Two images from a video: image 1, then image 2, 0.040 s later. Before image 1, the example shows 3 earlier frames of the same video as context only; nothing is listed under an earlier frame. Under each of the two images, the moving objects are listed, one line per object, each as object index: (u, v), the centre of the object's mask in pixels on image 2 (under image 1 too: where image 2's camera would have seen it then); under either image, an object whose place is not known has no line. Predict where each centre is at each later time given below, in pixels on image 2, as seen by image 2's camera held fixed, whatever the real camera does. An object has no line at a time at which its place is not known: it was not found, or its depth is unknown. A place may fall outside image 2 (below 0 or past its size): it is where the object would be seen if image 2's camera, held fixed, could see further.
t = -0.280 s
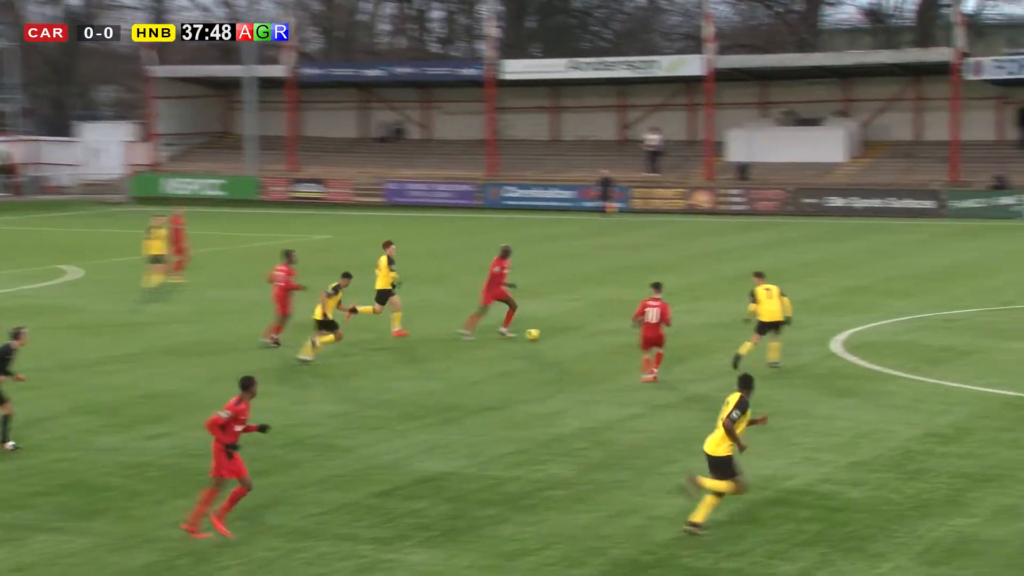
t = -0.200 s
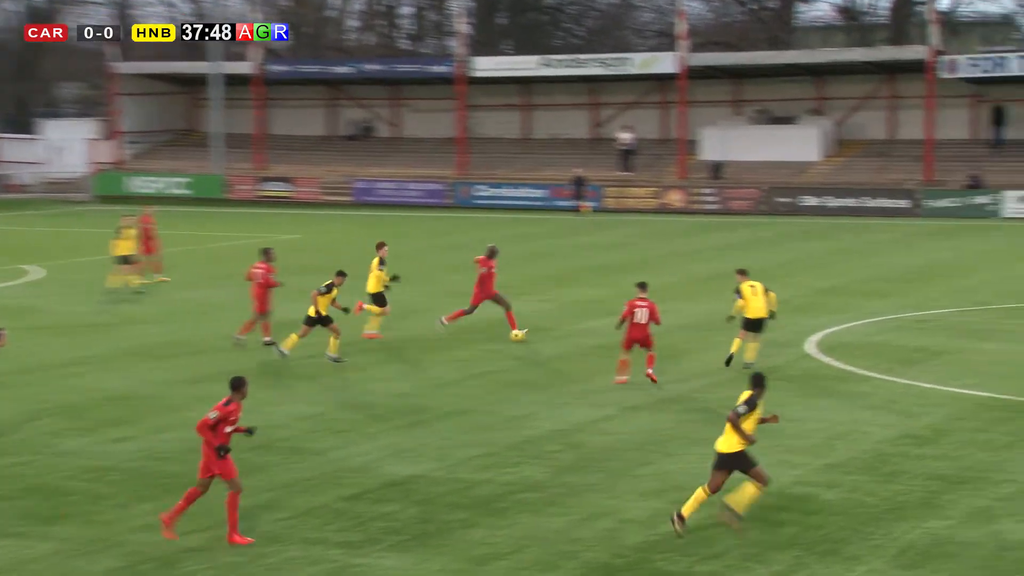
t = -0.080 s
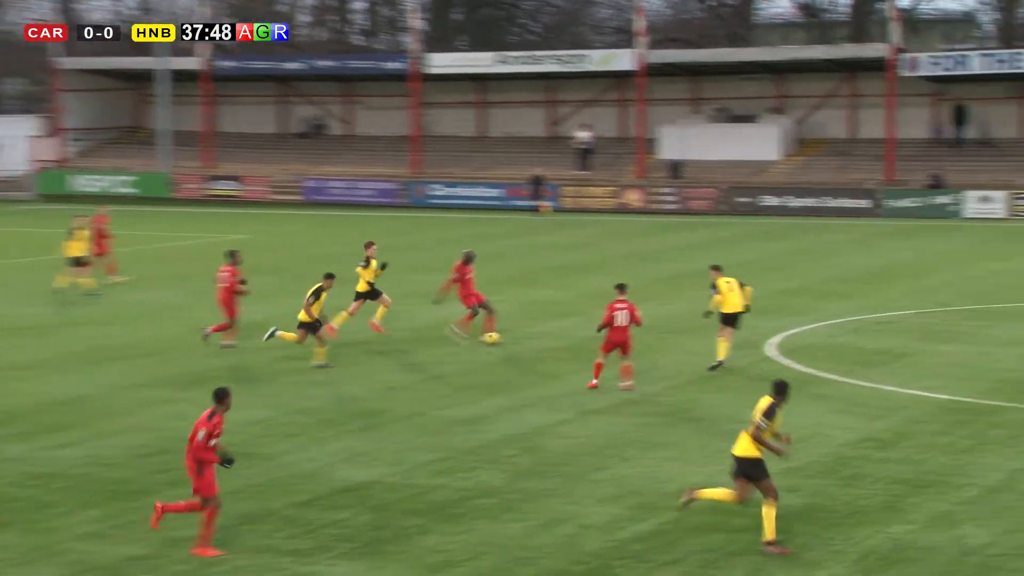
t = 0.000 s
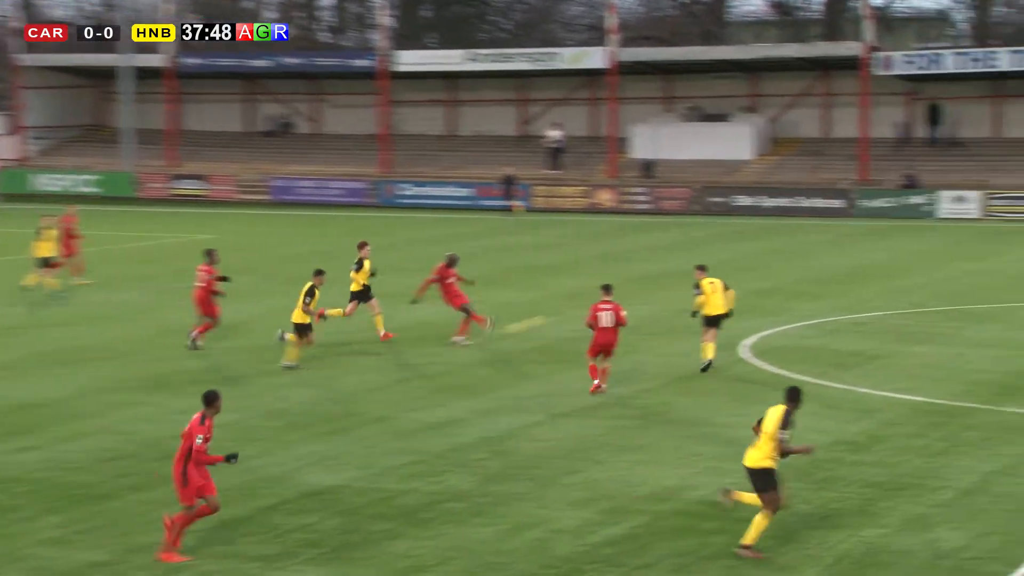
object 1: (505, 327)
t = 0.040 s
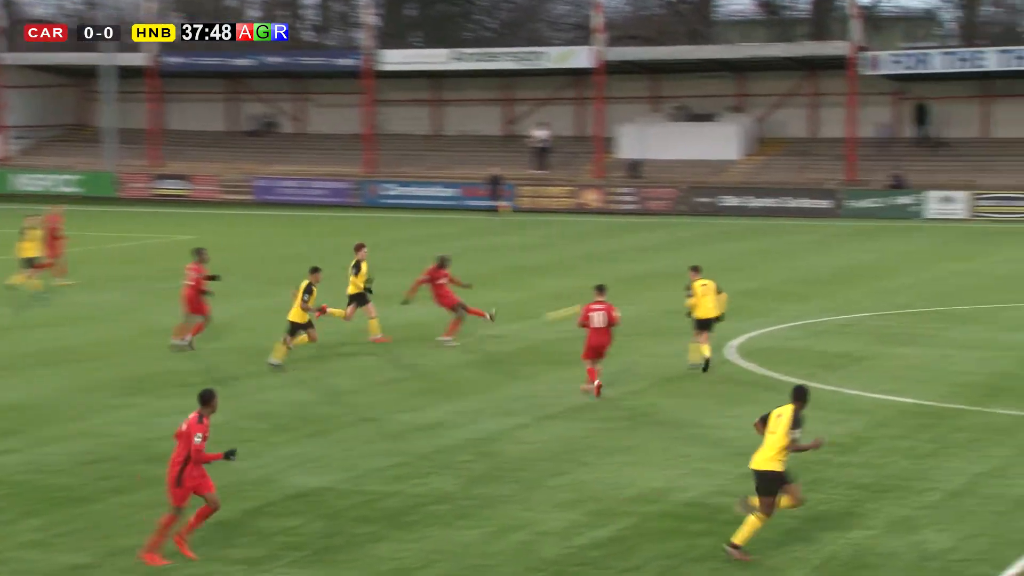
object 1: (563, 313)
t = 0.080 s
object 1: (625, 300)
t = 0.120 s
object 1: (669, 291)
